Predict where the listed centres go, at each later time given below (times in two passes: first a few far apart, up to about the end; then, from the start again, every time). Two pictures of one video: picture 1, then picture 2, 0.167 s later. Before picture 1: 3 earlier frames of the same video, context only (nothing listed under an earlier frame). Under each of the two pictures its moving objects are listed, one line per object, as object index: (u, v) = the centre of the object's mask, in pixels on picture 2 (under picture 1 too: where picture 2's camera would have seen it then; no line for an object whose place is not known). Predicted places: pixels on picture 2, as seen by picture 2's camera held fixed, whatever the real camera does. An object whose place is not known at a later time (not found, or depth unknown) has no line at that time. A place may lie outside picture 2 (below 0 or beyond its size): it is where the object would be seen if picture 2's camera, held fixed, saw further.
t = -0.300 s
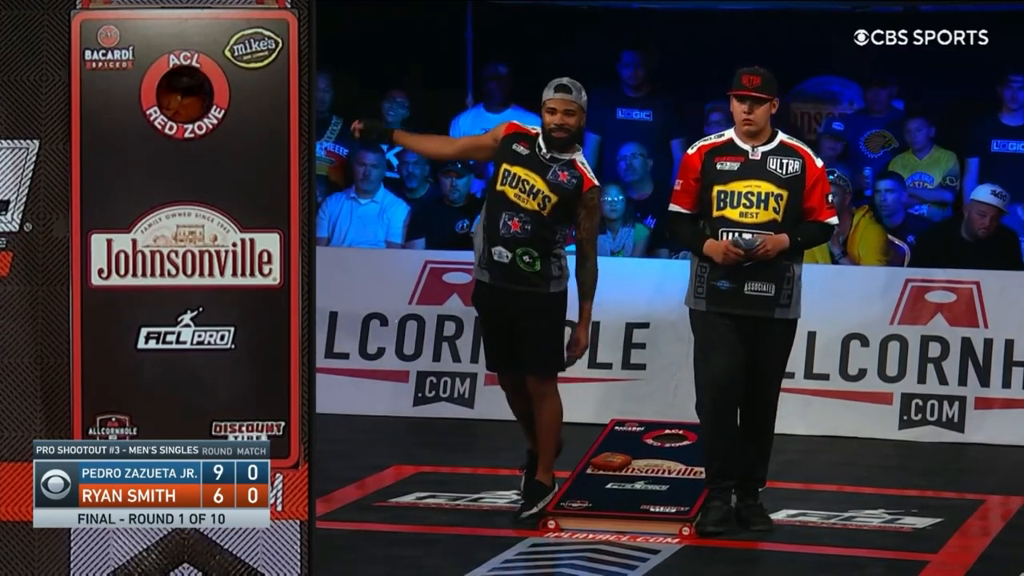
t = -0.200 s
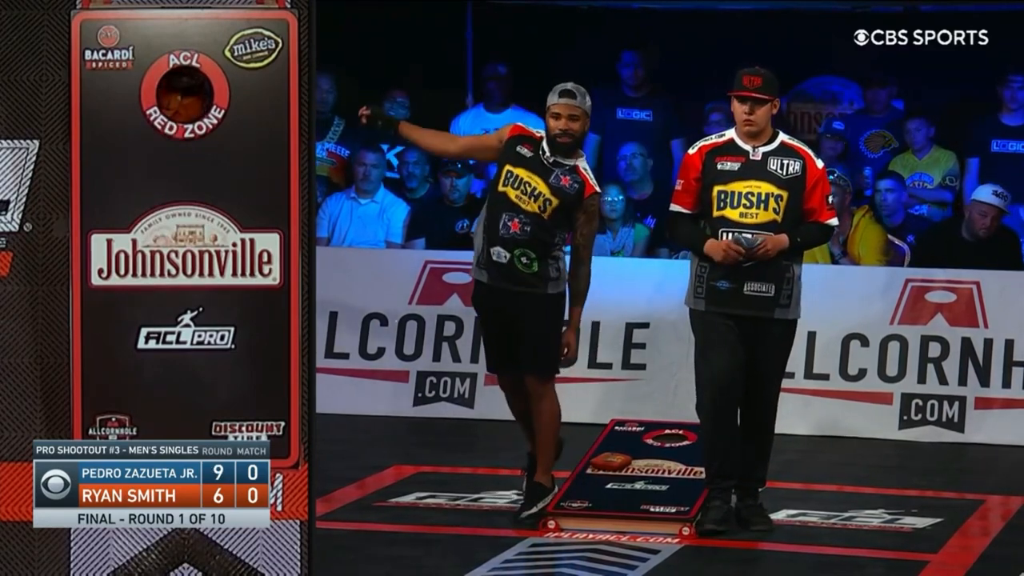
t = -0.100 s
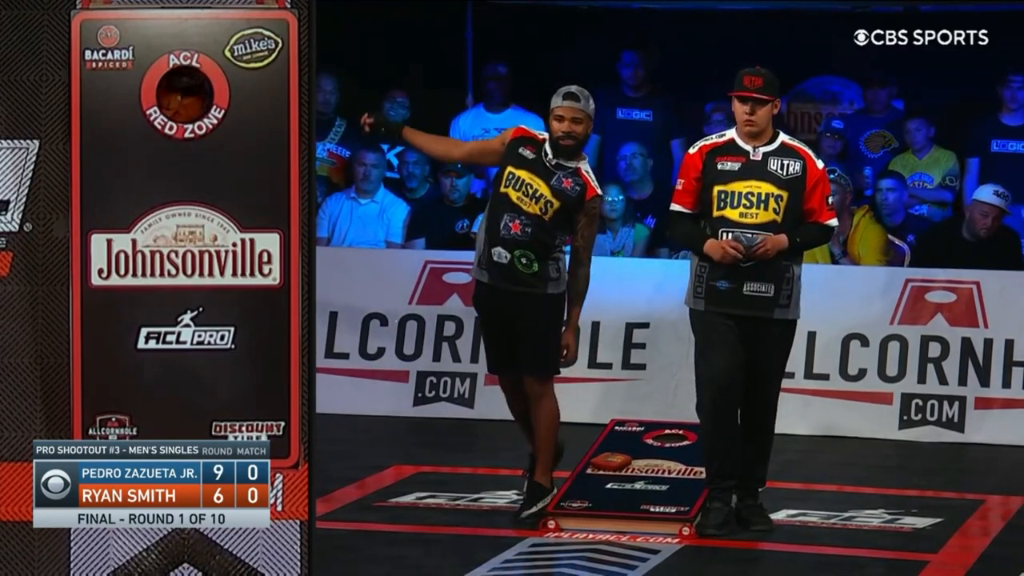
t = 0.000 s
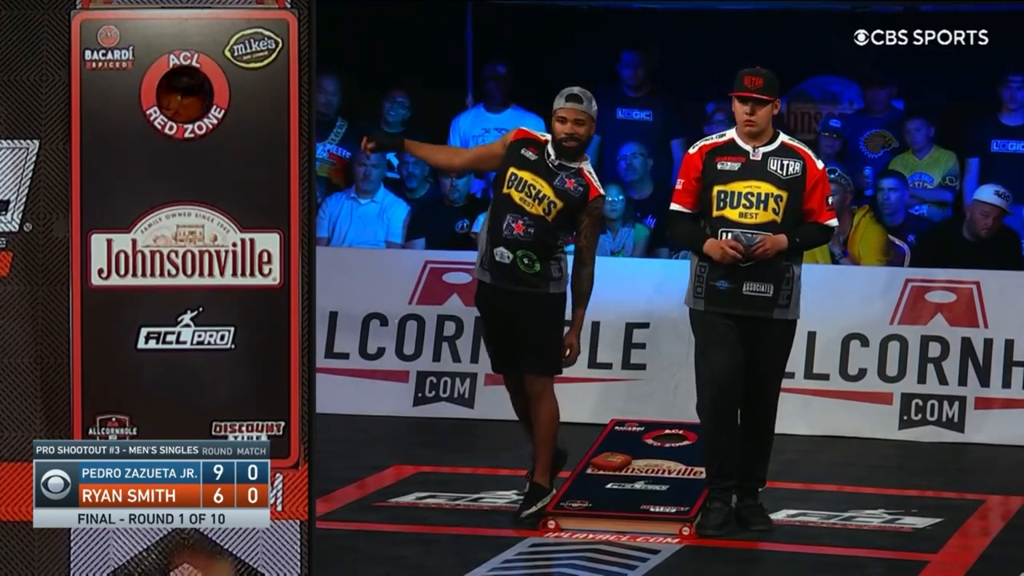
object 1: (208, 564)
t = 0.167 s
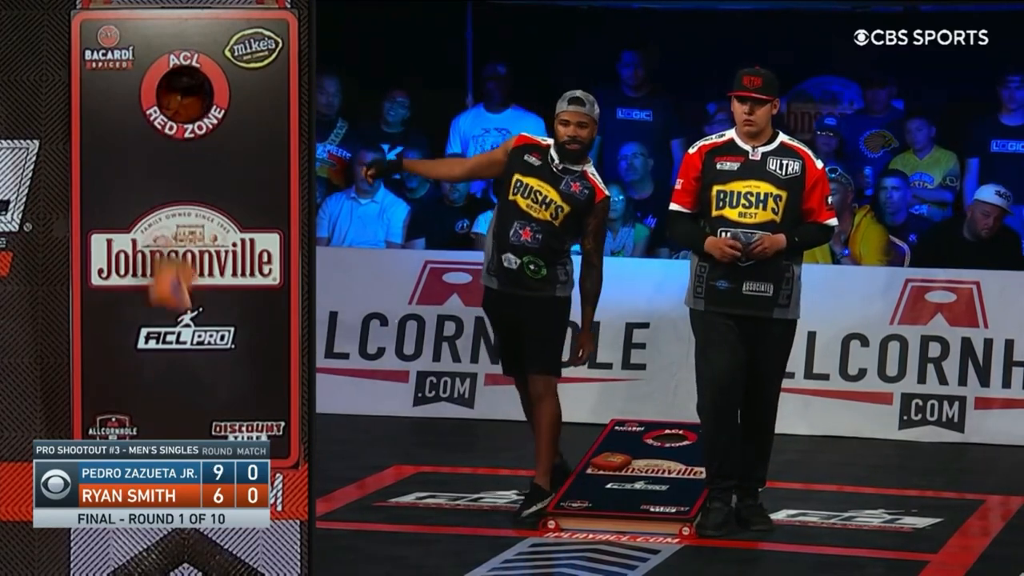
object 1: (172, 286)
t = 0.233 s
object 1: (165, 220)
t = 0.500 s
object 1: (138, 88)
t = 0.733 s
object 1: (135, 83)
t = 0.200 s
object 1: (169, 250)
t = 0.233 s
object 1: (165, 220)
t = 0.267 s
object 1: (161, 192)
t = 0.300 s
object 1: (157, 172)
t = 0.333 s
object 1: (152, 151)
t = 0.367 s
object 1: (148, 133)
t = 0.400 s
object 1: (145, 118)
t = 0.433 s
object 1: (142, 105)
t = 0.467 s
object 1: (140, 96)
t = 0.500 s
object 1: (138, 88)
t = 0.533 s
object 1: (136, 84)
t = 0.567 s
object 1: (136, 83)
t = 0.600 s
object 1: (136, 83)
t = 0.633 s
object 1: (135, 83)
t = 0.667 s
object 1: (136, 83)
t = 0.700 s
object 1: (136, 83)
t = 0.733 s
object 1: (135, 83)
